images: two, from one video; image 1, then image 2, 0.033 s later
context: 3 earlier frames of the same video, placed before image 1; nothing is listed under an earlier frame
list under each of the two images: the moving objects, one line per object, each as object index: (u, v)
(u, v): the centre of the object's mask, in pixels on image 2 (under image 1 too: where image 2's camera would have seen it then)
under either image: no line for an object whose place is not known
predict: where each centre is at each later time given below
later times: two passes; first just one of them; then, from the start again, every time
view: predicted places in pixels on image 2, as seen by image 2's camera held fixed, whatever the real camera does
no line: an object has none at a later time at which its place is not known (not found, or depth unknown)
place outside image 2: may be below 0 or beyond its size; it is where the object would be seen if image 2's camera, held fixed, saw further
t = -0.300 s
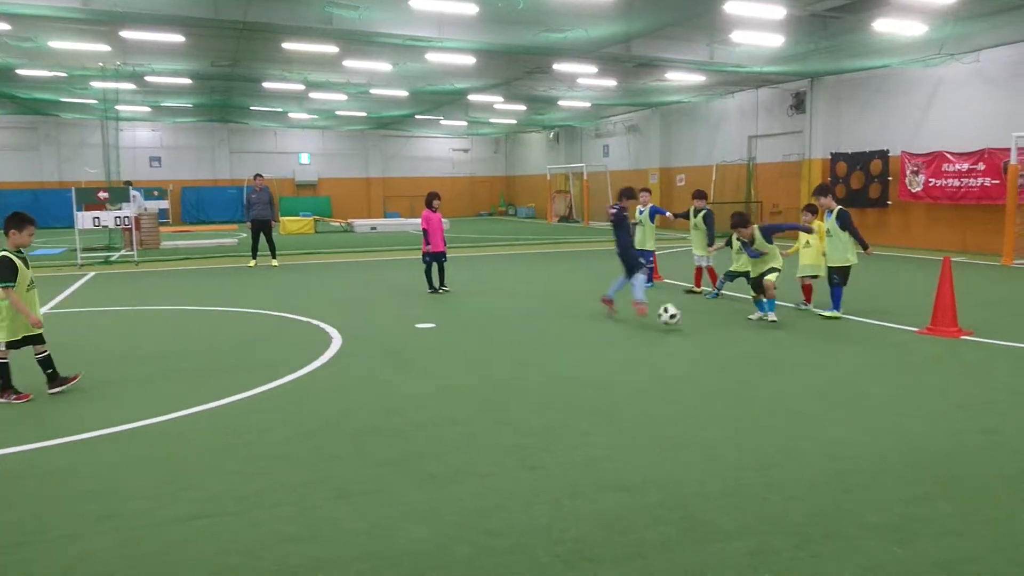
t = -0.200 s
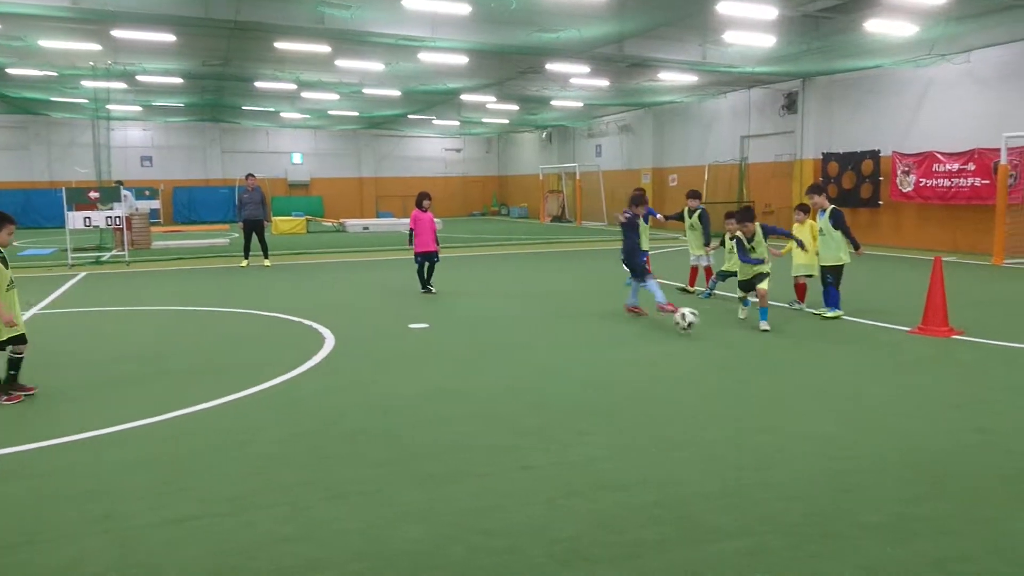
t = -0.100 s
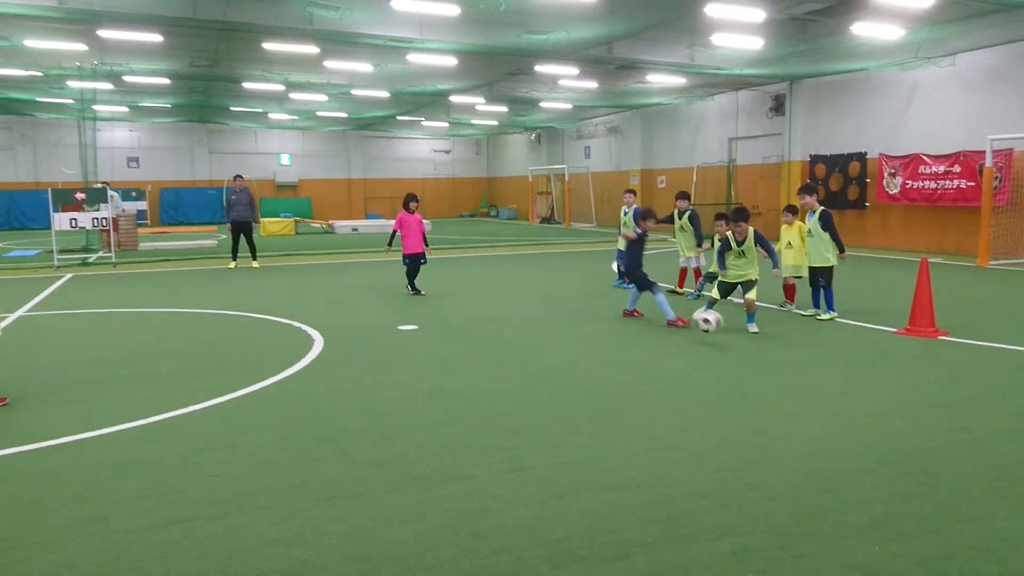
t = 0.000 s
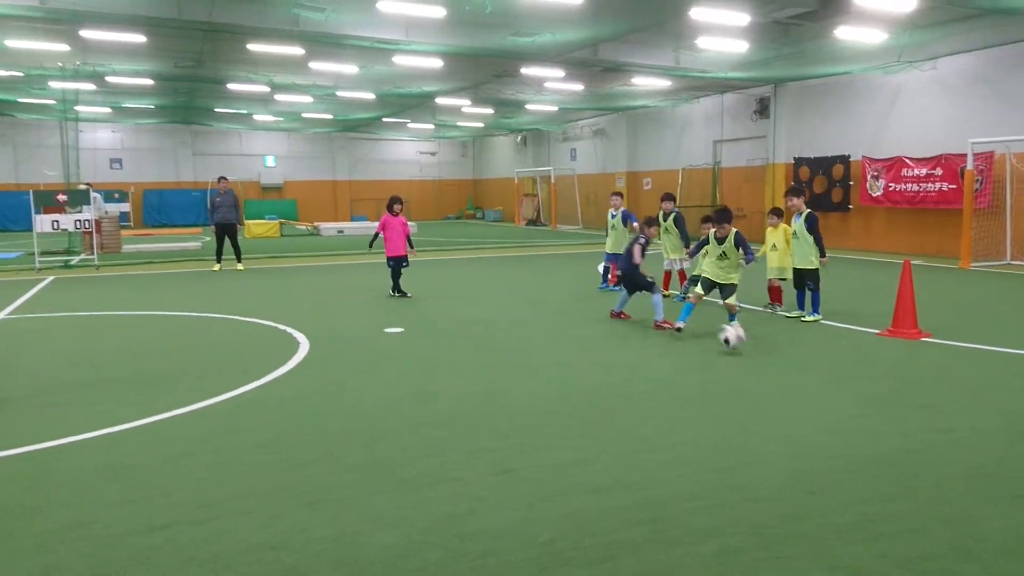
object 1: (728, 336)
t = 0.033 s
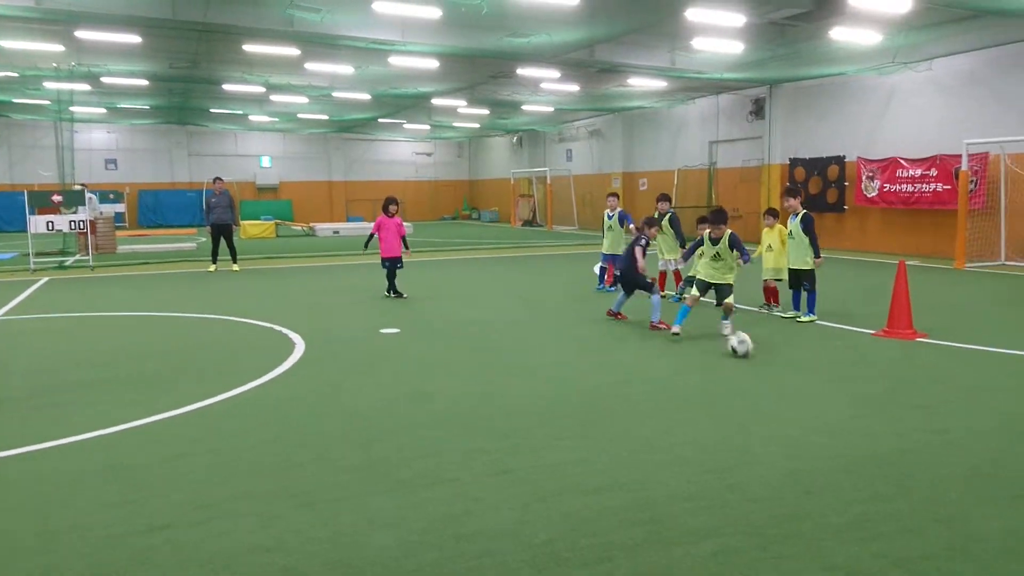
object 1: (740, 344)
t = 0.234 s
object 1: (821, 350)
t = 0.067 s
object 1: (753, 343)
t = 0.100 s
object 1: (766, 341)
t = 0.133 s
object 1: (781, 341)
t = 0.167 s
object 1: (794, 343)
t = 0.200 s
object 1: (808, 345)
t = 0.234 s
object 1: (821, 350)
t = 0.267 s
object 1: (837, 355)
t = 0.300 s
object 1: (853, 359)
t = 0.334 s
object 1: (870, 359)
